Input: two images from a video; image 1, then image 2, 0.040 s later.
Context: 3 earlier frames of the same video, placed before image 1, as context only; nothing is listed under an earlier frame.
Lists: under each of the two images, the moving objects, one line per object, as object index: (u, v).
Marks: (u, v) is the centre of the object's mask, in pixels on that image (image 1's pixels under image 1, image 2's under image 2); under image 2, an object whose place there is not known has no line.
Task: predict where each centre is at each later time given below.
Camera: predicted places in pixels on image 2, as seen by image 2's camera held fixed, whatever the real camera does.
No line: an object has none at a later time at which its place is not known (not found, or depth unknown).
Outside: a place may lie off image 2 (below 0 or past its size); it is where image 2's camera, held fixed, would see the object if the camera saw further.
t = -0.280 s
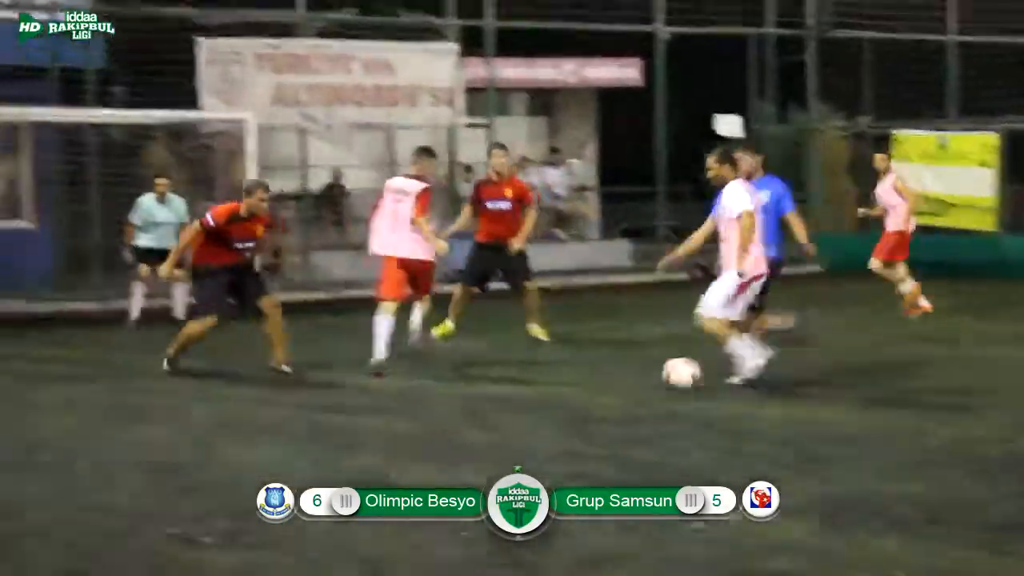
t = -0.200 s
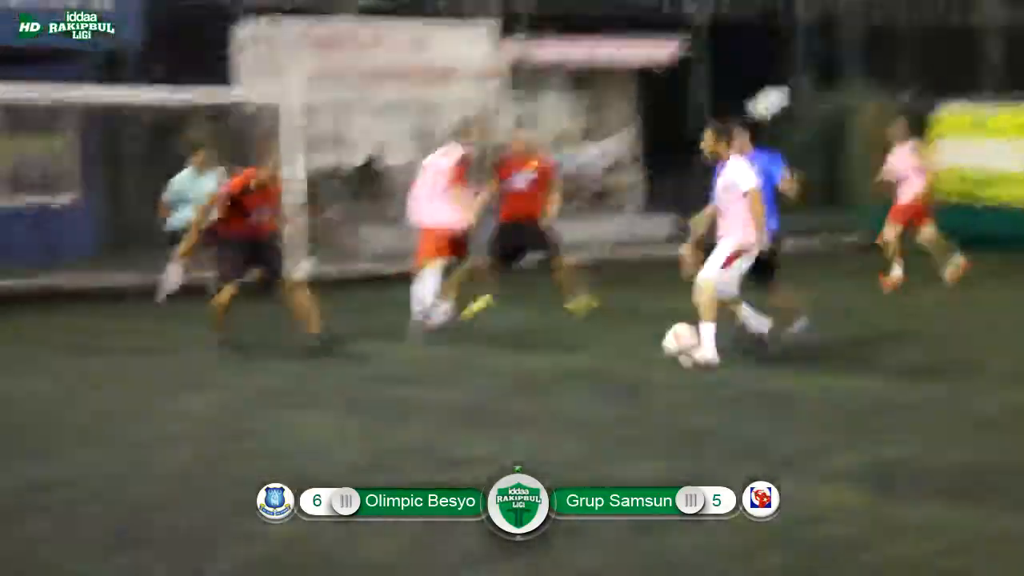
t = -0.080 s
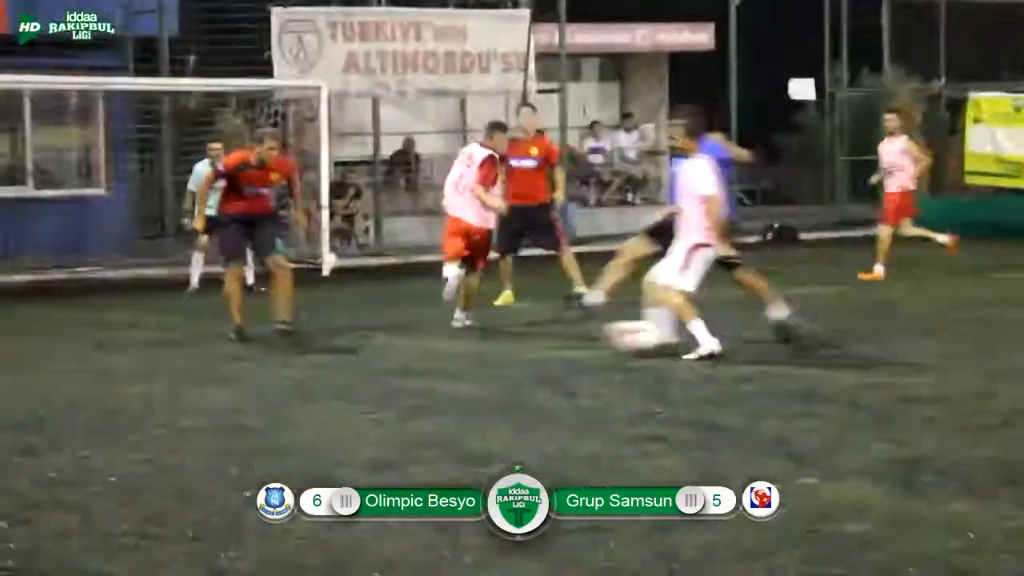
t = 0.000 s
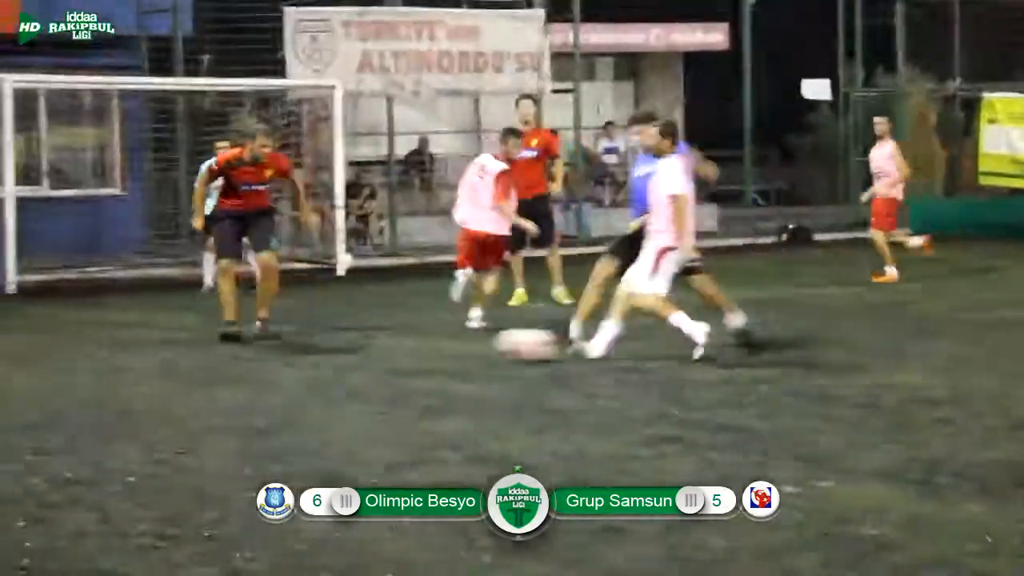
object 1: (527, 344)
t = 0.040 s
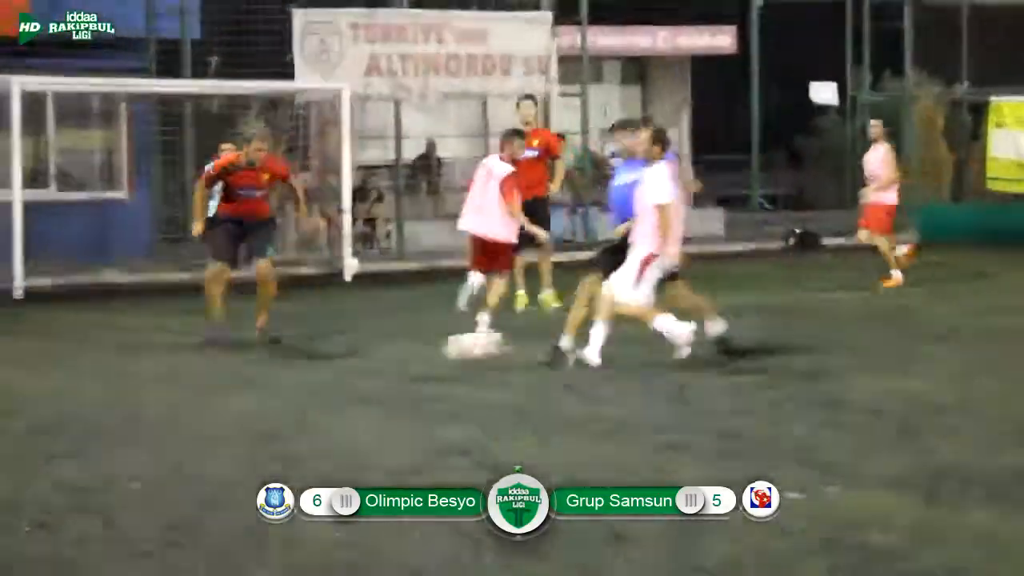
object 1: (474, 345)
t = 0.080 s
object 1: (416, 346)
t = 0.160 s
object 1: (300, 353)
